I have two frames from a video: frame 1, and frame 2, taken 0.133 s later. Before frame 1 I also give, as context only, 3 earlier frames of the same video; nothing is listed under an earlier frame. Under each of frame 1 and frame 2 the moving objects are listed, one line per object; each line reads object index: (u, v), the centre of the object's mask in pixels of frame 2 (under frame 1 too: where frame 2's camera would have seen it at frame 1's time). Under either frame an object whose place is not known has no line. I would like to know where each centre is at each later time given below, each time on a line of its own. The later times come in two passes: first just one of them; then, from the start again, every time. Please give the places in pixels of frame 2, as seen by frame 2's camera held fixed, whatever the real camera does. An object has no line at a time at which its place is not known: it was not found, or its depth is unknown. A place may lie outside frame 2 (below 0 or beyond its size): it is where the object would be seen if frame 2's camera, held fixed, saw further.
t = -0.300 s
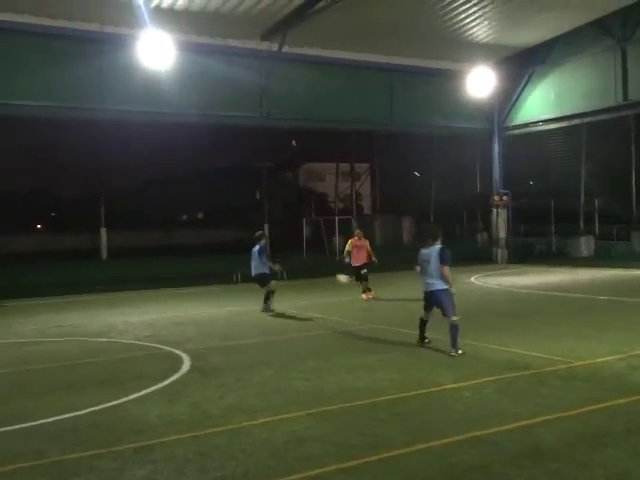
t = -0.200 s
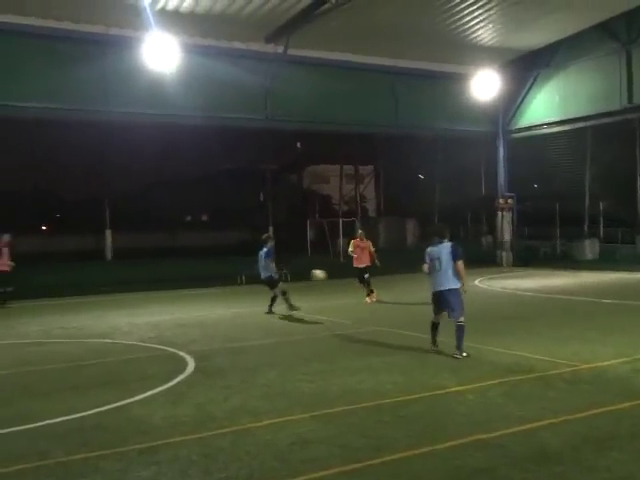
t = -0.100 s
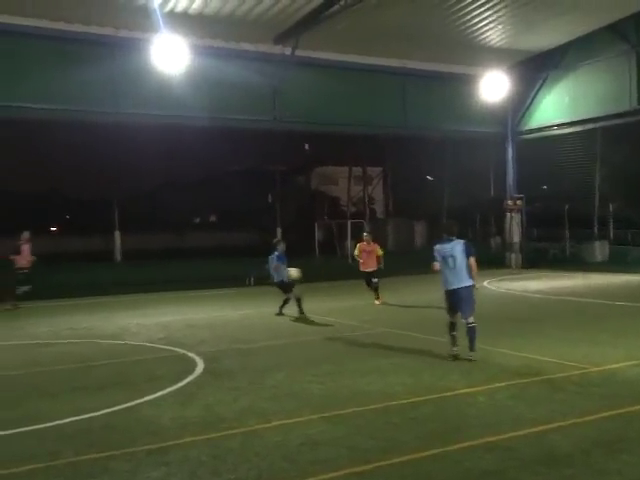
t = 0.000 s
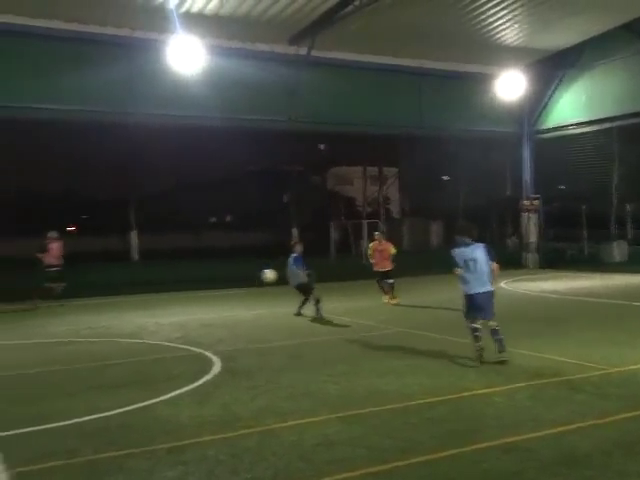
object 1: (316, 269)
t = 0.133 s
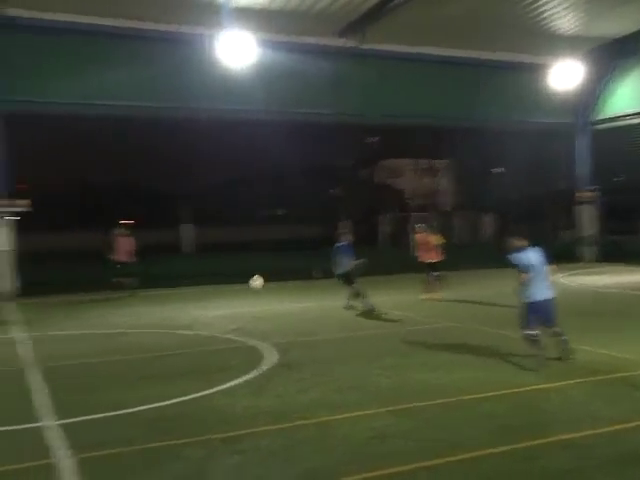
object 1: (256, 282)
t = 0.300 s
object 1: (153, 328)
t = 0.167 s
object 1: (238, 289)
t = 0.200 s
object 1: (219, 296)
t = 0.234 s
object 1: (201, 303)
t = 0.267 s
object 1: (177, 316)
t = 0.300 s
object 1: (153, 328)
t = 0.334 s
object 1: (126, 342)
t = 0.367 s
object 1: (100, 357)
